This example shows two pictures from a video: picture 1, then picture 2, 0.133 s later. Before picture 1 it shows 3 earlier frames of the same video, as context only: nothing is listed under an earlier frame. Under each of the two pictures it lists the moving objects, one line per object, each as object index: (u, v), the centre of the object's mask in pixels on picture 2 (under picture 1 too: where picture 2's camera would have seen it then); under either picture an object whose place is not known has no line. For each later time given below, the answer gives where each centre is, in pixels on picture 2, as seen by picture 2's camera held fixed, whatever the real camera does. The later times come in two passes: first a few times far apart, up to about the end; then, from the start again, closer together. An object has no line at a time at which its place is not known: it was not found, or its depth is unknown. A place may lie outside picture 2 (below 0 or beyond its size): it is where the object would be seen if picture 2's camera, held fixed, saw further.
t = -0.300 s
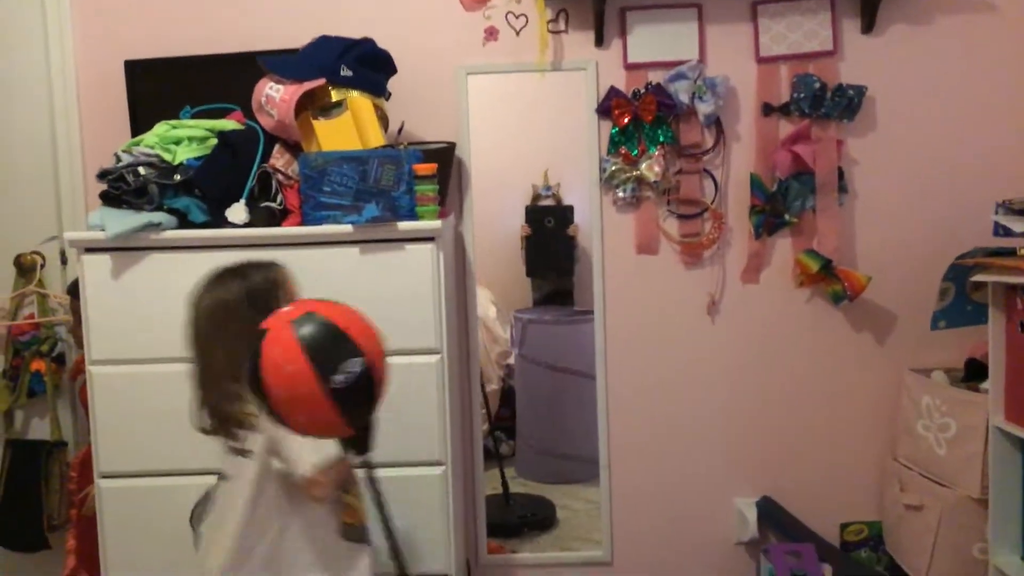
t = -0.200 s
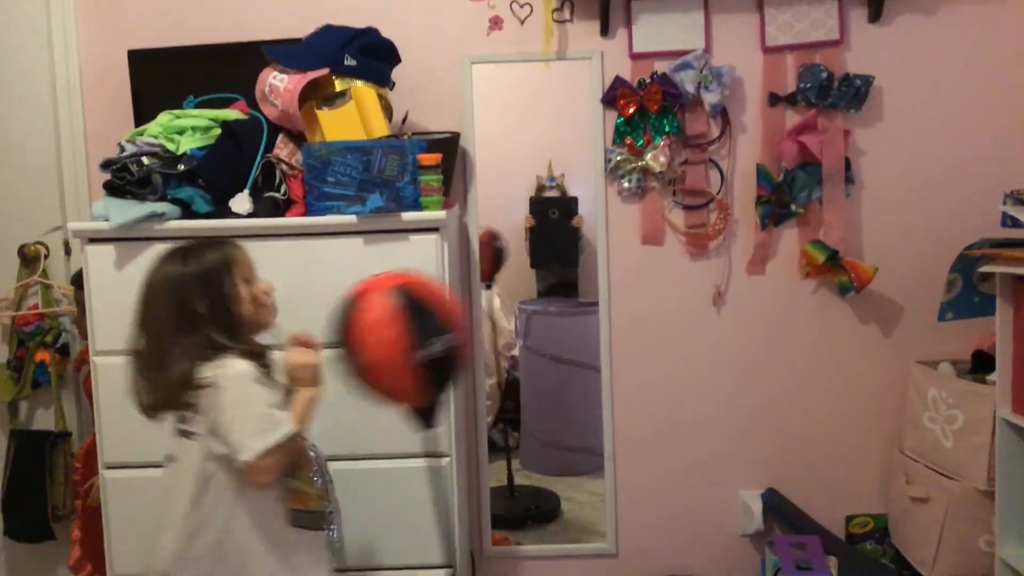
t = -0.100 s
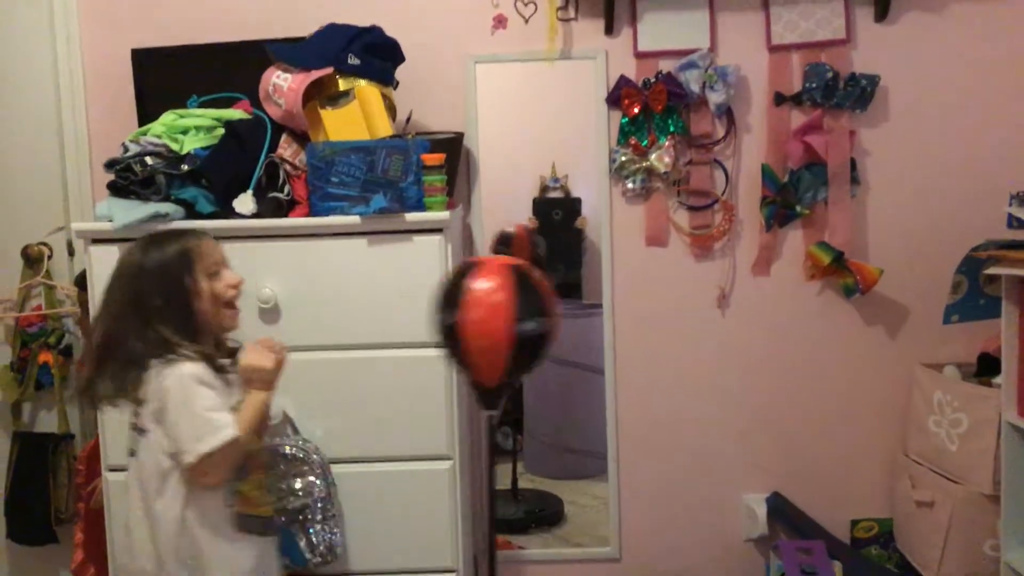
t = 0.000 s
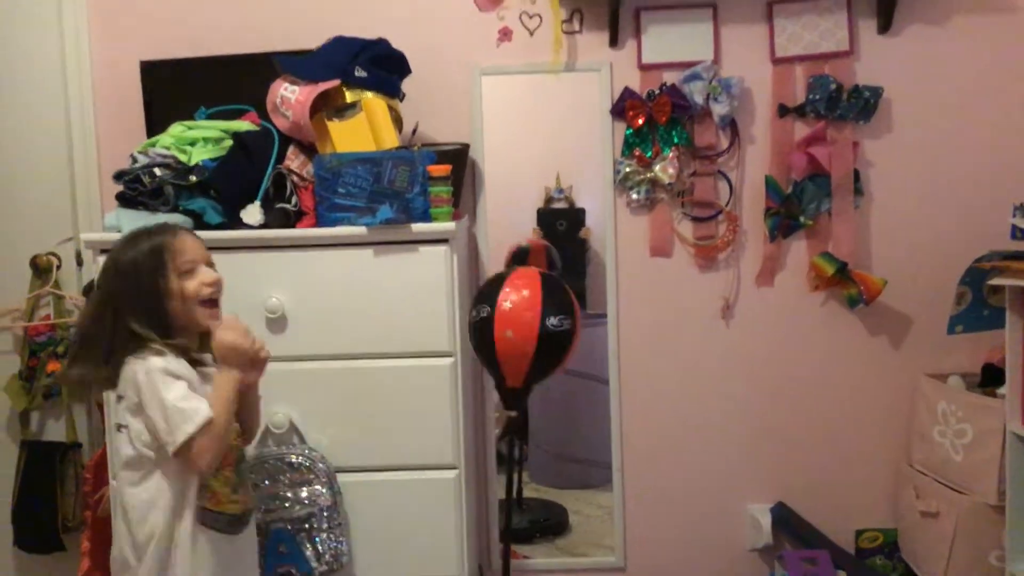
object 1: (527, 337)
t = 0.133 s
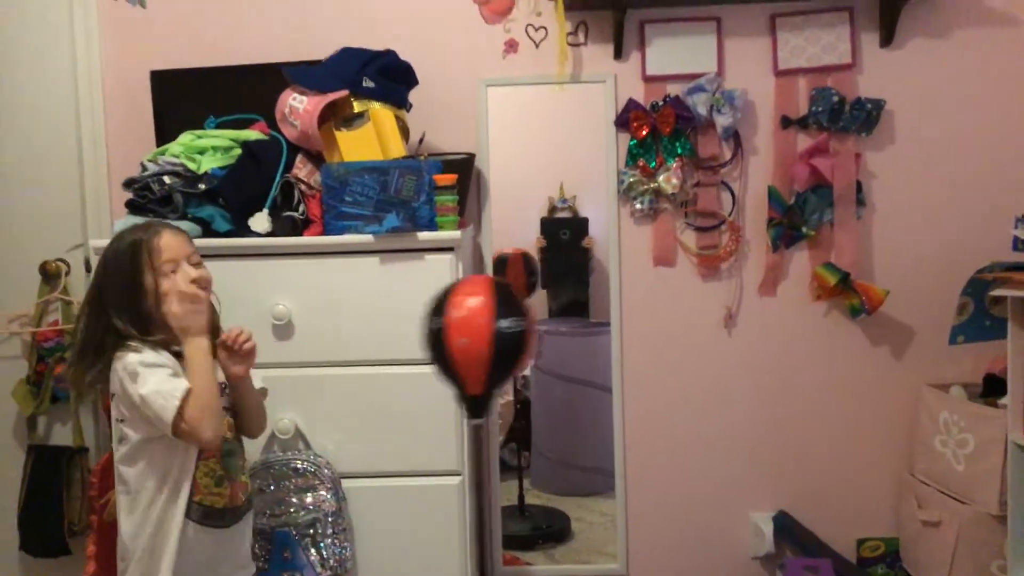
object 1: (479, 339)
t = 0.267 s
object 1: (410, 353)
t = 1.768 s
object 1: (442, 334)
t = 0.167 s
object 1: (458, 340)
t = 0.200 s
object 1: (439, 343)
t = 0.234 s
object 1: (422, 348)
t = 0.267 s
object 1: (410, 353)
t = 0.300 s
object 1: (404, 359)
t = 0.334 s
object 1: (404, 363)
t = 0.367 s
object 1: (409, 364)
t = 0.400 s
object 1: (418, 362)
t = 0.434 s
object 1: (431, 358)
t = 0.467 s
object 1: (445, 353)
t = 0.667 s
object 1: (474, 335)
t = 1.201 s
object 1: (442, 333)
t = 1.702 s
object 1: (443, 333)
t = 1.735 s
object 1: (442, 335)
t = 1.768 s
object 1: (442, 334)
